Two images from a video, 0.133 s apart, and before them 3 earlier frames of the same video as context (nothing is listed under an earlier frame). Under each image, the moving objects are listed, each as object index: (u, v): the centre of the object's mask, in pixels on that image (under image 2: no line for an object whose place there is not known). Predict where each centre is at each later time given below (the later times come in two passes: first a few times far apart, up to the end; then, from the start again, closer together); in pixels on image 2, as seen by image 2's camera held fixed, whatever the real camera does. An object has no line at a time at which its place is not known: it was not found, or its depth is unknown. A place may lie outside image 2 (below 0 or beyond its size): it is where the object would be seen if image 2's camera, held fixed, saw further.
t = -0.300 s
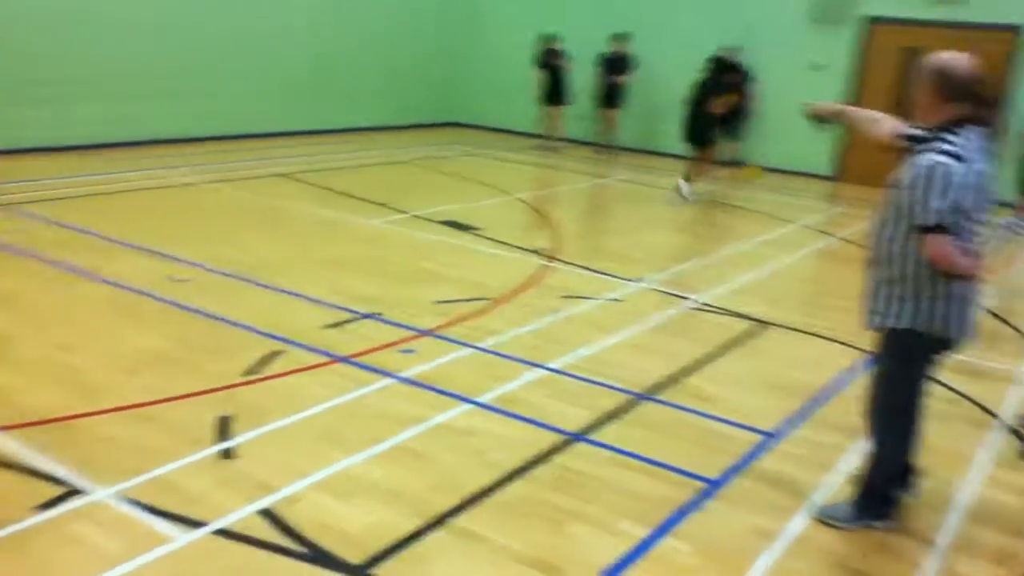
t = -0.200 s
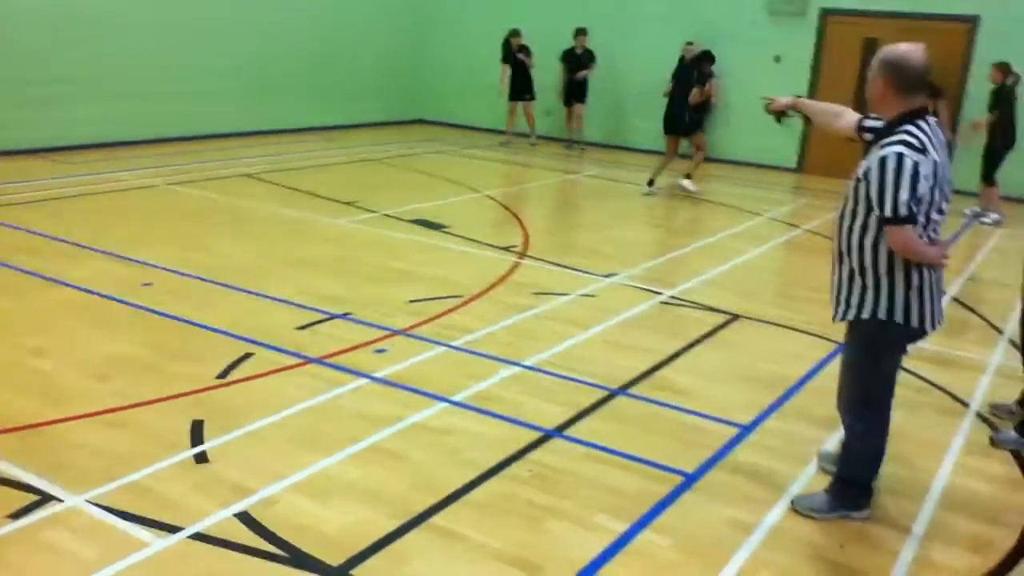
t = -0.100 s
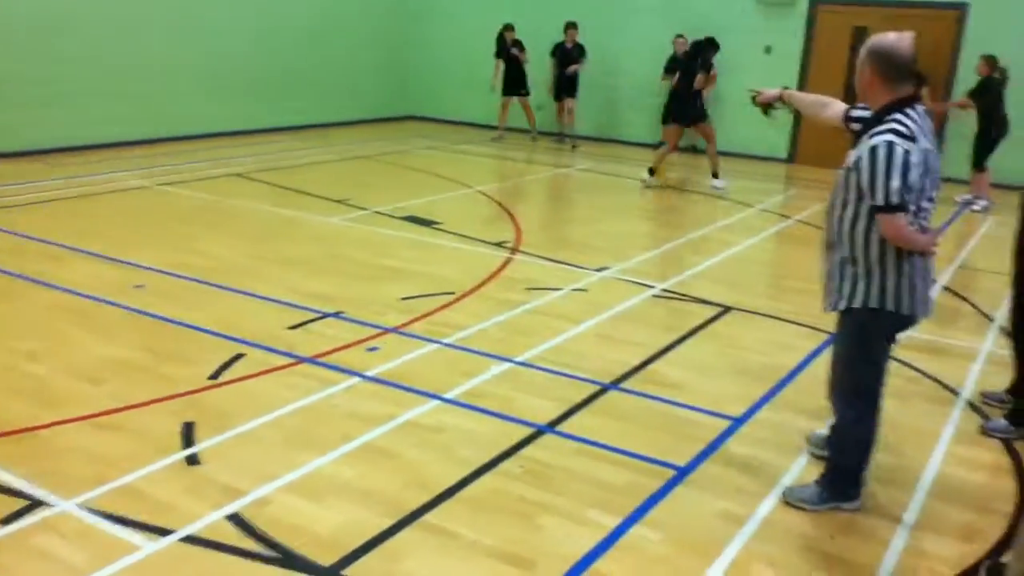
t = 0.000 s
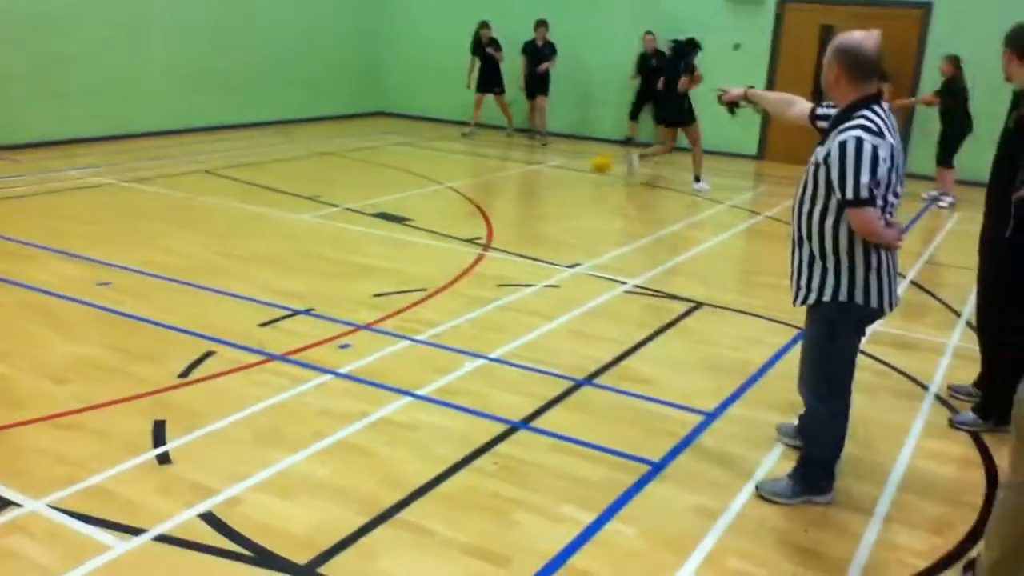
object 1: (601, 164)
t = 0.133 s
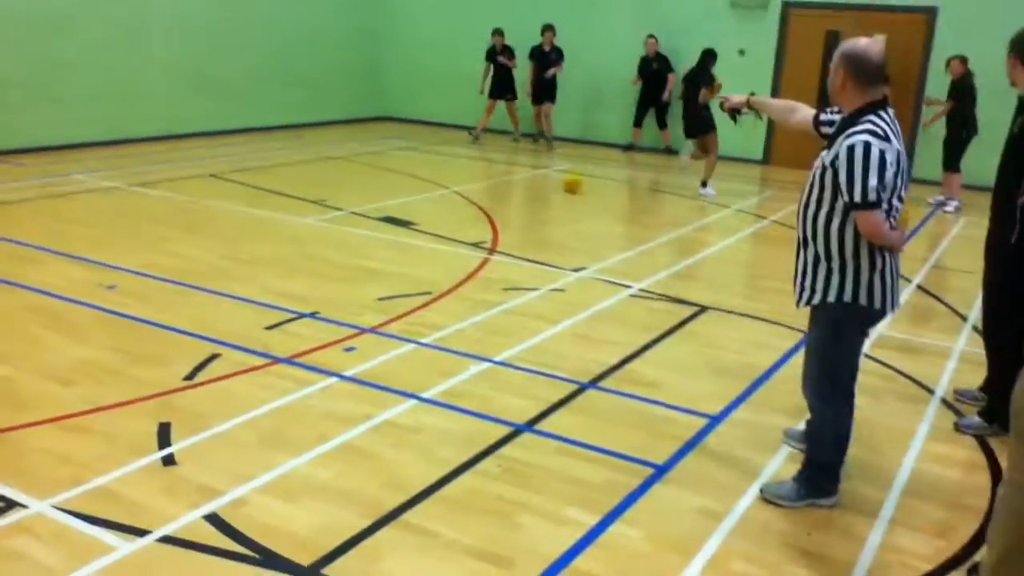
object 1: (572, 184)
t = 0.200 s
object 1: (553, 178)
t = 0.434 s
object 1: (492, 190)
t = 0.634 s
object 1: (432, 194)
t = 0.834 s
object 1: (367, 197)
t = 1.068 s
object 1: (283, 206)
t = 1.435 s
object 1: (145, 218)
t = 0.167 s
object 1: (562, 182)
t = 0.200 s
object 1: (553, 178)
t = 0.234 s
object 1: (546, 177)
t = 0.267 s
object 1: (537, 176)
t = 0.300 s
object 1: (529, 177)
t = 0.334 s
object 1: (520, 178)
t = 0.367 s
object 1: (508, 182)
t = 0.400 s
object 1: (501, 187)
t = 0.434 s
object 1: (492, 190)
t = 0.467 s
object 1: (478, 187)
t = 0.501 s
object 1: (471, 186)
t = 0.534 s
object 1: (462, 185)
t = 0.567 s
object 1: (450, 185)
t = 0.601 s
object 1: (442, 188)
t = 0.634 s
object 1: (432, 194)
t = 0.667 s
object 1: (419, 196)
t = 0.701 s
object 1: (409, 193)
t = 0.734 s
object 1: (399, 192)
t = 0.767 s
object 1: (388, 192)
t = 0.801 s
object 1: (376, 194)
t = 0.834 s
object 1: (367, 197)
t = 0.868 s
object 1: (355, 202)
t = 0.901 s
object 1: (343, 201)
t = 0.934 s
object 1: (329, 200)
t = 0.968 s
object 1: (319, 201)
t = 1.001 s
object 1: (306, 201)
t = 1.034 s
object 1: (293, 205)
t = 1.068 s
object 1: (283, 206)
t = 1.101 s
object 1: (271, 206)
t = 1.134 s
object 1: (259, 206)
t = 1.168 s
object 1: (248, 207)
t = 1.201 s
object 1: (234, 209)
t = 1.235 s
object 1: (221, 211)
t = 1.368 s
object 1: (170, 215)
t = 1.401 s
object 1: (158, 216)
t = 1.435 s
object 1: (145, 218)
